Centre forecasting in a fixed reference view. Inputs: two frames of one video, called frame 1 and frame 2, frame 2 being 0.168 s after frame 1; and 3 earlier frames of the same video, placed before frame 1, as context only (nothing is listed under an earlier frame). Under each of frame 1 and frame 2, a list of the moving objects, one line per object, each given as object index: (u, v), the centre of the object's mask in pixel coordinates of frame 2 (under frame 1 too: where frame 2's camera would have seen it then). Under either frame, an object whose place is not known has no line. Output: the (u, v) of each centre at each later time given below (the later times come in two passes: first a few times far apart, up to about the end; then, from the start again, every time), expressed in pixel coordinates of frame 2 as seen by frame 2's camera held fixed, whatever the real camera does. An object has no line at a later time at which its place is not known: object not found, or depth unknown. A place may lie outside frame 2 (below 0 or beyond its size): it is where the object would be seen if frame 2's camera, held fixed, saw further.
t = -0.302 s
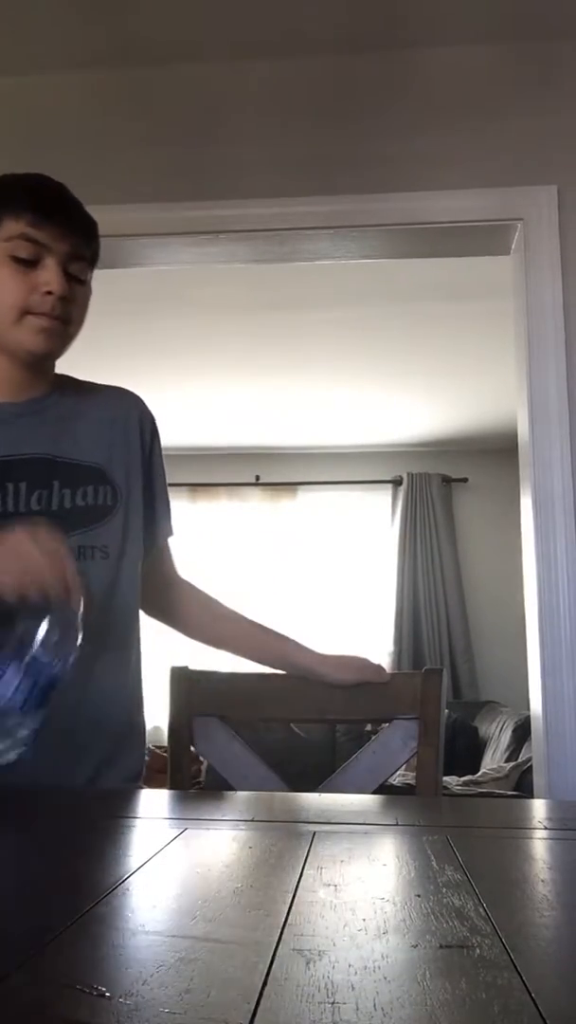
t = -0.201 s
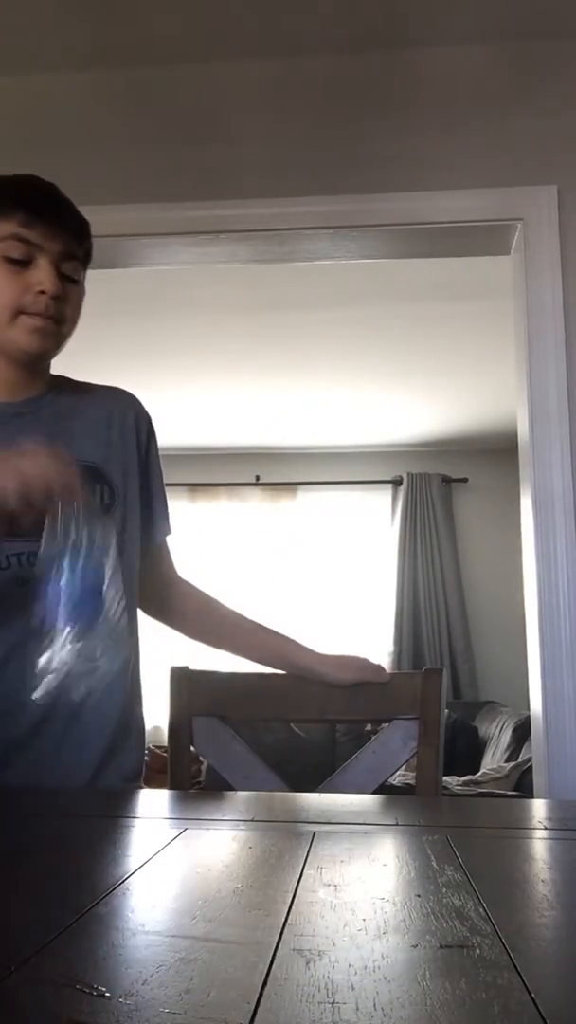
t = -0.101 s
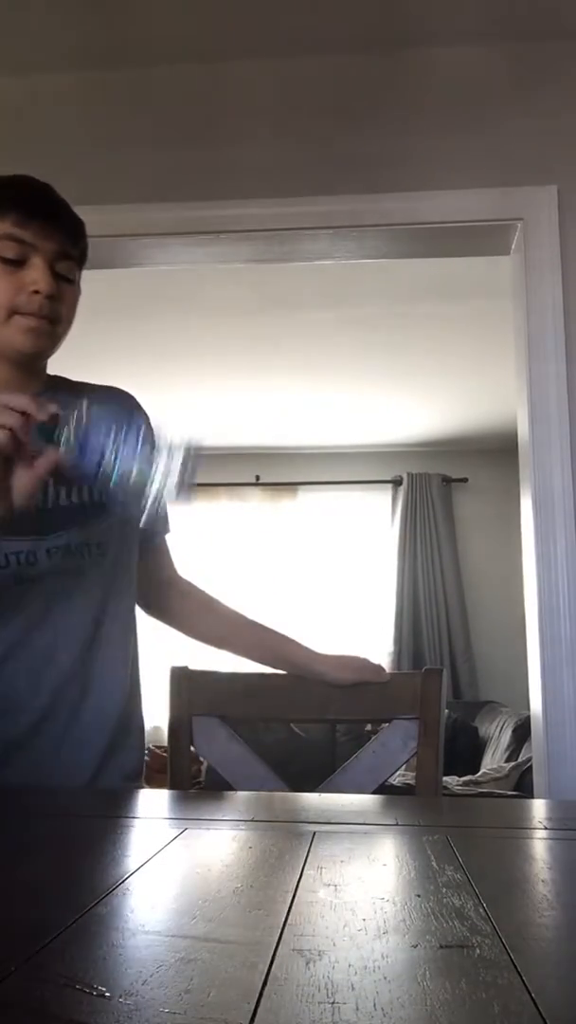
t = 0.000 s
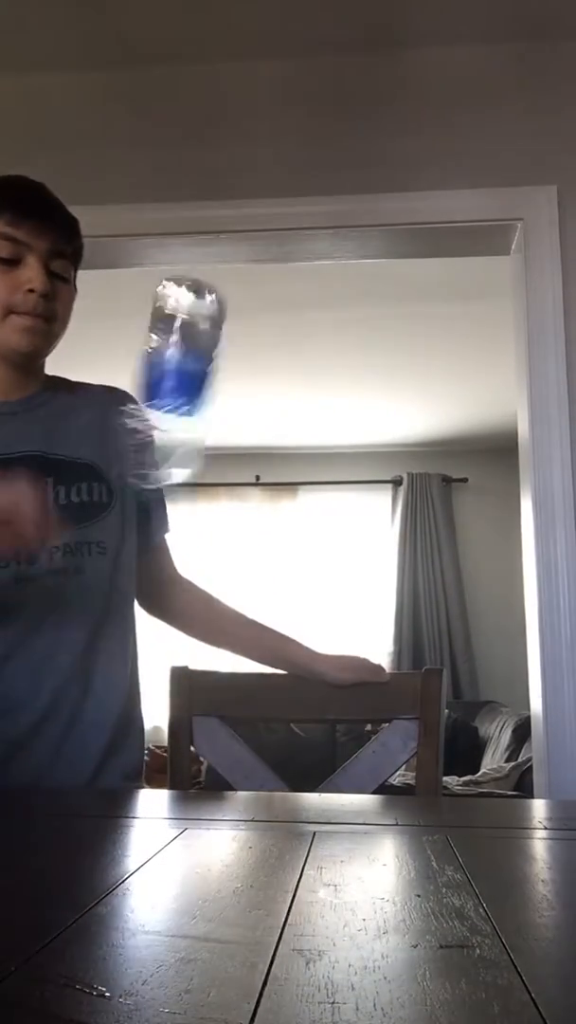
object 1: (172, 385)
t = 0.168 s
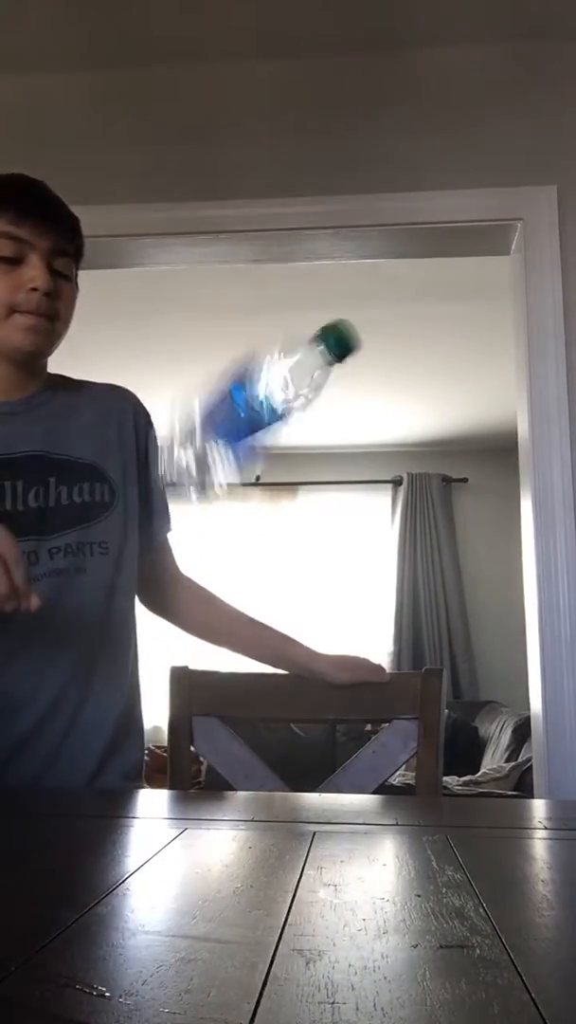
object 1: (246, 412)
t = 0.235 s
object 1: (250, 519)
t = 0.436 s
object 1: (231, 721)
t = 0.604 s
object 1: (264, 724)
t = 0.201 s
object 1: (249, 444)
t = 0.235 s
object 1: (250, 519)
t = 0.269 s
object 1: (239, 647)
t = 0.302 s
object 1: (237, 722)
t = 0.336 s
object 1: (235, 728)
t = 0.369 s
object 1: (231, 720)
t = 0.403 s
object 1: (230, 720)
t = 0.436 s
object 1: (231, 721)
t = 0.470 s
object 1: (234, 723)
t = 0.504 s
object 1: (240, 724)
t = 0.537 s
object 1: (250, 725)
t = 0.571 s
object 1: (257, 726)
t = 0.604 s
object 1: (264, 724)
